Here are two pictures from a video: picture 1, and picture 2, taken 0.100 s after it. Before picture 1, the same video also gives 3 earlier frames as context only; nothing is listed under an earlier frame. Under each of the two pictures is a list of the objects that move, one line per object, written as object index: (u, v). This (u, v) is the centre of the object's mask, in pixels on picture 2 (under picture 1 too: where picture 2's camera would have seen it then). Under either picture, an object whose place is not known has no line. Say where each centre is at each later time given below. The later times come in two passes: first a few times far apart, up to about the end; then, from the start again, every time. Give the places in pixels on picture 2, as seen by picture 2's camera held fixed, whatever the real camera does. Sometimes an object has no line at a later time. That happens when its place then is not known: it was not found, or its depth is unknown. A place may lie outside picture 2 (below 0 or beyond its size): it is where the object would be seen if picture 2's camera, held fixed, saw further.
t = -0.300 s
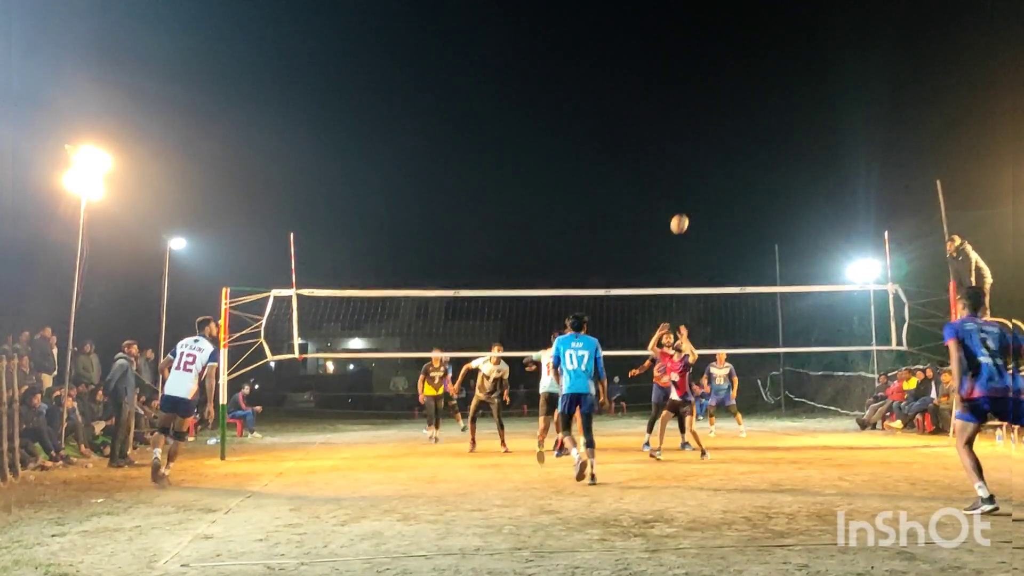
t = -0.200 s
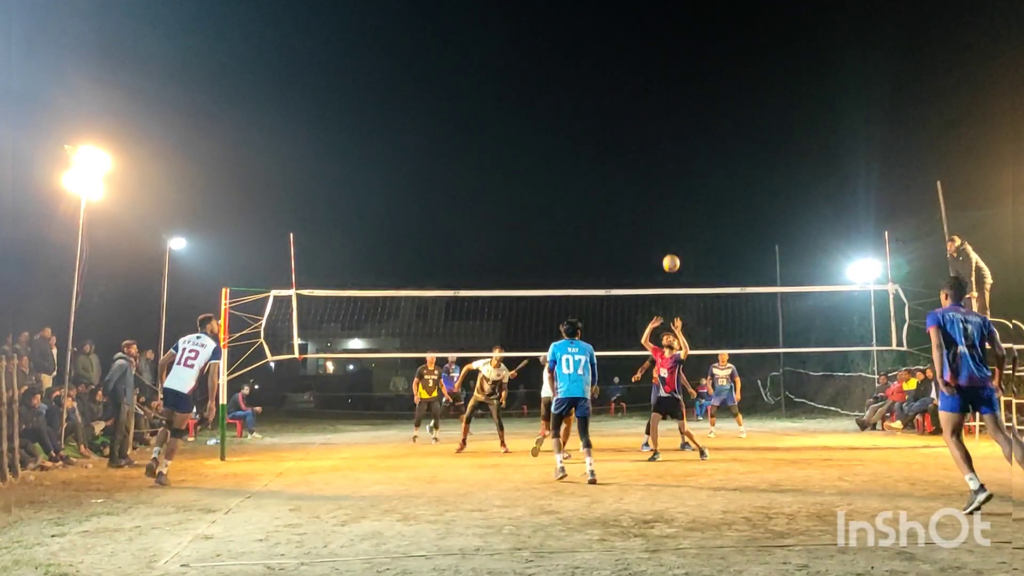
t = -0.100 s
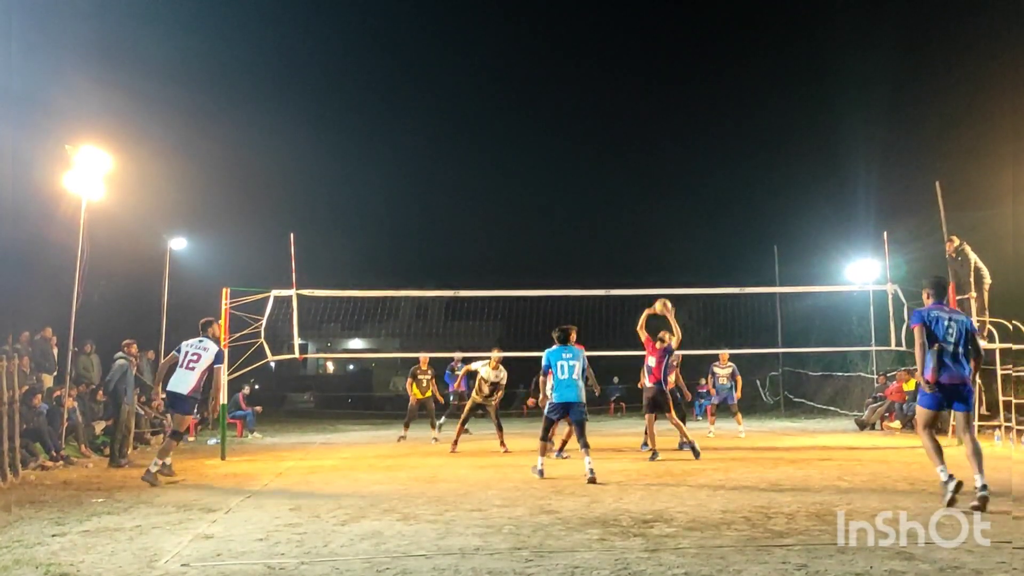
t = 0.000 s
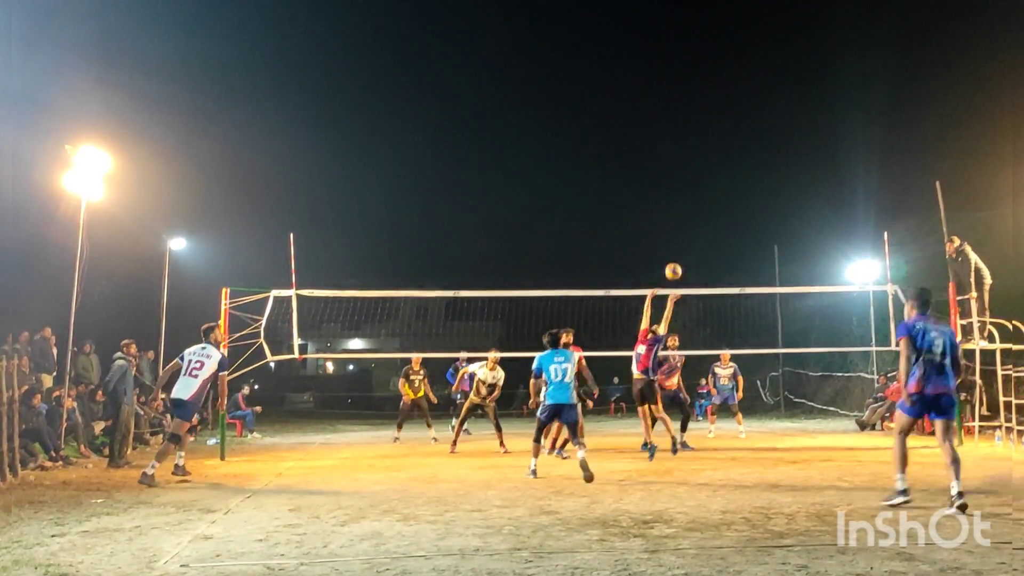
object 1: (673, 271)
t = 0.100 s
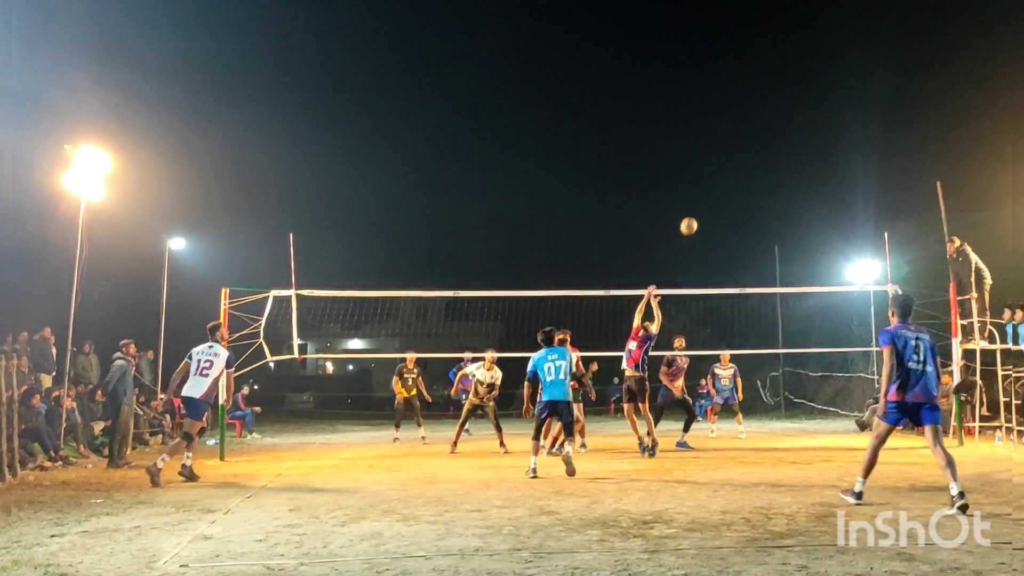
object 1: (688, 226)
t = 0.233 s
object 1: (707, 179)
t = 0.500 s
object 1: (743, 126)
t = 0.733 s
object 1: (773, 123)
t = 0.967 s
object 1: (803, 156)
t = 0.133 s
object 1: (693, 213)
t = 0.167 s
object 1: (698, 201)
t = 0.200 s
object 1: (703, 189)
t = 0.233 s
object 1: (707, 179)
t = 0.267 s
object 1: (712, 169)
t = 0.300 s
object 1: (716, 161)
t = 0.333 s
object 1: (721, 154)
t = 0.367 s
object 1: (726, 146)
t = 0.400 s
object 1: (730, 140)
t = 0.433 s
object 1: (734, 135)
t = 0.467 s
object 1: (739, 131)
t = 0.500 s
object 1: (743, 126)
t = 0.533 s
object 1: (747, 124)
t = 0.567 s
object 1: (751, 122)
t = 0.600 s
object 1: (756, 121)
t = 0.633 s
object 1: (760, 120)
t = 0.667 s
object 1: (765, 120)
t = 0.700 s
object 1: (769, 121)
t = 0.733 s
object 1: (773, 123)
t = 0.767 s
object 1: (778, 126)
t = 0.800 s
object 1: (782, 128)
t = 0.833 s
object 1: (786, 133)
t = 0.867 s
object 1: (790, 138)
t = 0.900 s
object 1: (795, 143)
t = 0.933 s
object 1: (799, 149)
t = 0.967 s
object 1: (803, 156)
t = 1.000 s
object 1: (807, 163)
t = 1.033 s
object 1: (812, 172)
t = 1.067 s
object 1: (816, 181)
